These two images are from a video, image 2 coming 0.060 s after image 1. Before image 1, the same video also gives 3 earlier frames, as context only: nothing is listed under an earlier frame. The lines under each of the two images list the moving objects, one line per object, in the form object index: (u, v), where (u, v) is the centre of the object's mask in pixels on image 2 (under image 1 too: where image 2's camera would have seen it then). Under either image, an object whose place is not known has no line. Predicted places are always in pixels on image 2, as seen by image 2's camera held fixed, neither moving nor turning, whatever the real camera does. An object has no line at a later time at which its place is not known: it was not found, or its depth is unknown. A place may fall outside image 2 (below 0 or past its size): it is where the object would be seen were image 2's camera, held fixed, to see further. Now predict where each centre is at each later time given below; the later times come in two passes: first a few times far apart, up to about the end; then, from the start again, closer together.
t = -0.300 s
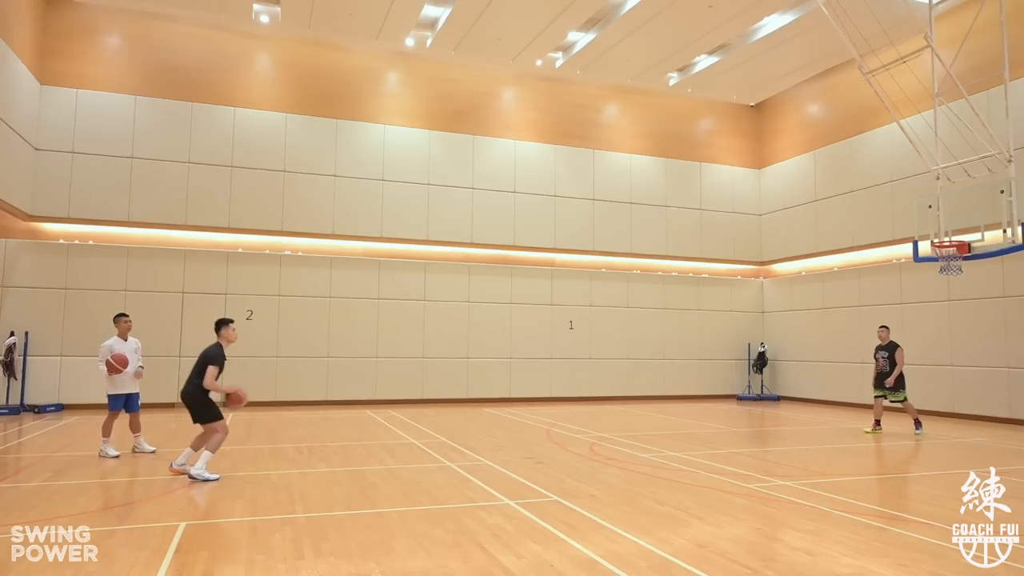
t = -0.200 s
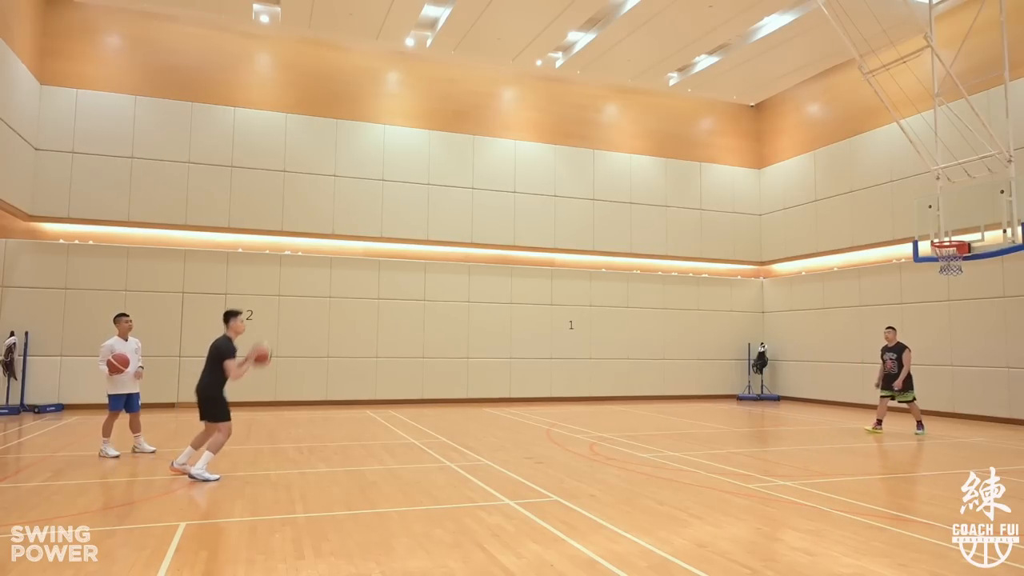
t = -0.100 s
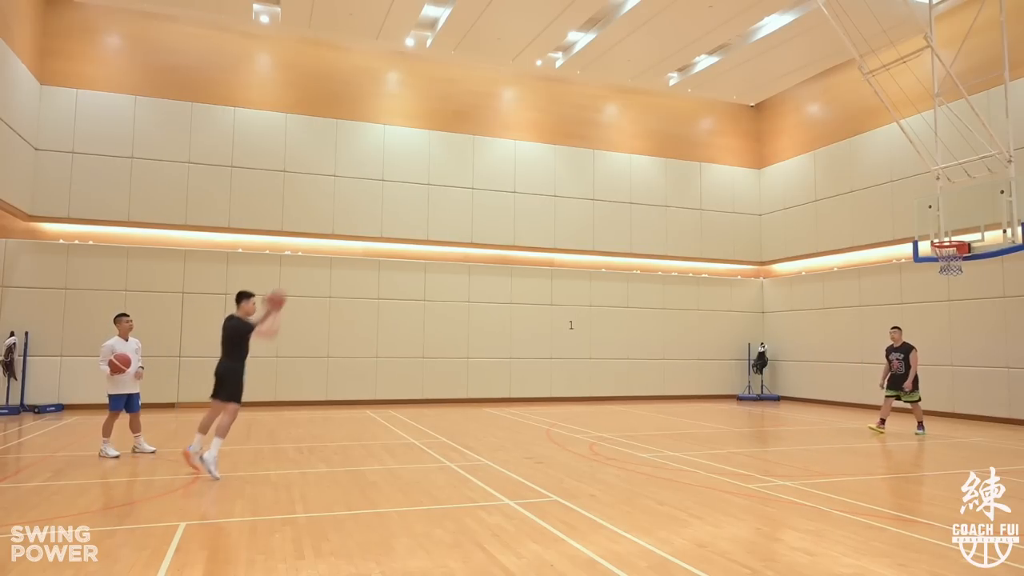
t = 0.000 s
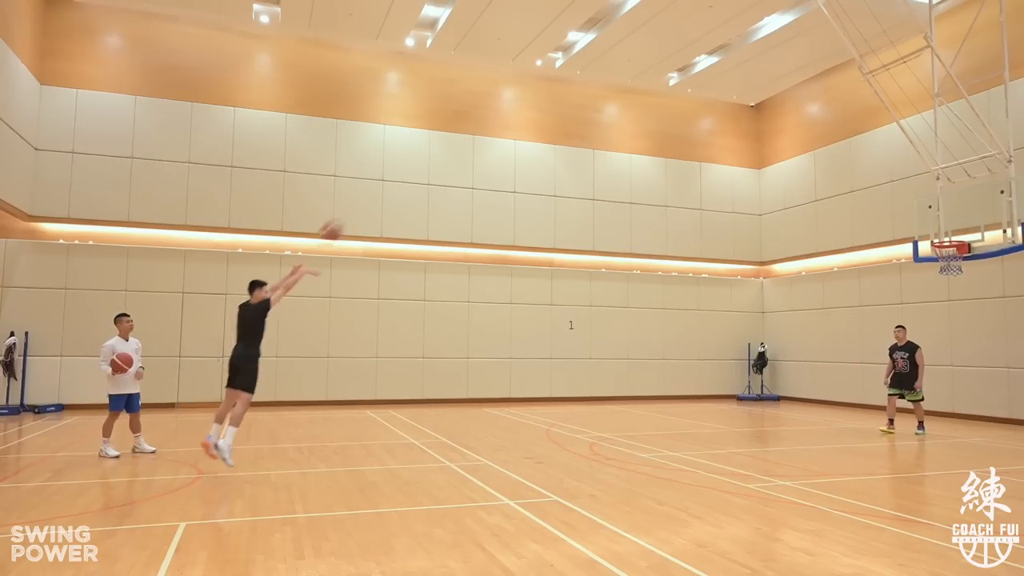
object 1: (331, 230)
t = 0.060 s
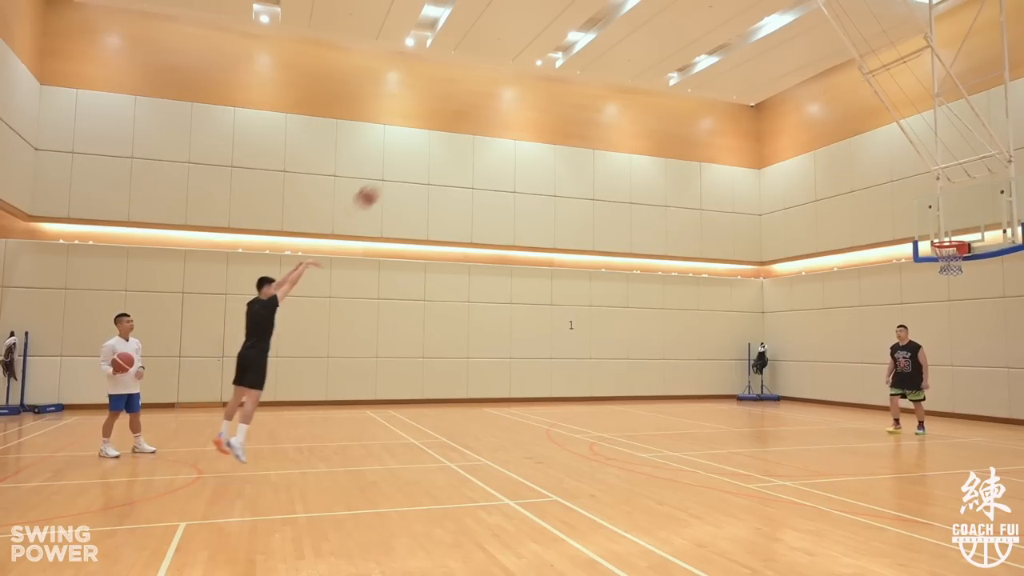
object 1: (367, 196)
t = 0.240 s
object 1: (466, 116)
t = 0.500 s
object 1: (587, 58)
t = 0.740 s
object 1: (683, 53)
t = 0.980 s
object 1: (769, 84)
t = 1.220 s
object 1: (846, 149)
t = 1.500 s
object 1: (928, 262)
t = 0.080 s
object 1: (378, 184)
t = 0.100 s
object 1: (390, 174)
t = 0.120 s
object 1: (401, 165)
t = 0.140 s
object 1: (413, 155)
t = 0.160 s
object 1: (424, 146)
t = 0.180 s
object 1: (435, 139)
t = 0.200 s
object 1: (446, 130)
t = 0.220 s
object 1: (456, 123)
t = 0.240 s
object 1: (466, 116)
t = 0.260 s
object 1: (476, 110)
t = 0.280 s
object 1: (486, 103)
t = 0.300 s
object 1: (496, 97)
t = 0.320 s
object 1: (505, 92)
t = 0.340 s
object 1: (514, 87)
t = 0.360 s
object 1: (524, 82)
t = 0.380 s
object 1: (534, 78)
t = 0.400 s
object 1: (542, 74)
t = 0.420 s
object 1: (551, 70)
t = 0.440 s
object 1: (561, 66)
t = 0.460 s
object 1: (569, 63)
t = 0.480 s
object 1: (579, 60)
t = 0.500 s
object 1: (587, 58)
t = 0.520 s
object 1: (596, 55)
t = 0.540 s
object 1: (604, 54)
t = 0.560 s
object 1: (612, 53)
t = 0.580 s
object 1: (621, 51)
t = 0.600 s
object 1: (629, 51)
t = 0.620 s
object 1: (637, 50)
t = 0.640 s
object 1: (644, 50)
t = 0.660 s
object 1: (652, 50)
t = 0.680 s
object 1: (660, 50)
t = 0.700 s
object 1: (668, 51)
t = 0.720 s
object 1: (675, 51)
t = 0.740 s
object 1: (683, 53)
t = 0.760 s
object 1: (690, 54)
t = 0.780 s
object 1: (698, 55)
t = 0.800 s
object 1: (705, 56)
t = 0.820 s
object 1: (713, 59)
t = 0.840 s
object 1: (721, 62)
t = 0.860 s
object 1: (727, 64)
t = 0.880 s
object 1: (734, 67)
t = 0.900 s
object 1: (741, 70)
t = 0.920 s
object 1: (748, 73)
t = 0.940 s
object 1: (755, 77)
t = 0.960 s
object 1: (762, 80)
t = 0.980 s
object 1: (769, 84)
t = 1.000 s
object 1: (775, 88)
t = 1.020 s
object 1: (782, 93)
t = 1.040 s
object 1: (788, 97)
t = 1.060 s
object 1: (795, 102)
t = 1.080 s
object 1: (801, 107)
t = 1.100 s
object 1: (808, 113)
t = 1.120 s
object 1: (814, 118)
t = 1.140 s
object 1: (821, 124)
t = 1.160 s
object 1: (827, 130)
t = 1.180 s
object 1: (834, 136)
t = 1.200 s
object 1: (839, 142)
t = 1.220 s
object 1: (846, 149)
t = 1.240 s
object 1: (852, 155)
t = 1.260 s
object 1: (858, 162)
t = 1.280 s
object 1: (864, 169)
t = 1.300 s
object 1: (870, 177)
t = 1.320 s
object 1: (876, 185)
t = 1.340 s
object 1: (882, 193)
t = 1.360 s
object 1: (887, 200)
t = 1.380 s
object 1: (893, 208)
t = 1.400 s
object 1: (899, 216)
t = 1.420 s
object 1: (905, 225)
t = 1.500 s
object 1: (928, 262)
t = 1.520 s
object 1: (932, 271)
